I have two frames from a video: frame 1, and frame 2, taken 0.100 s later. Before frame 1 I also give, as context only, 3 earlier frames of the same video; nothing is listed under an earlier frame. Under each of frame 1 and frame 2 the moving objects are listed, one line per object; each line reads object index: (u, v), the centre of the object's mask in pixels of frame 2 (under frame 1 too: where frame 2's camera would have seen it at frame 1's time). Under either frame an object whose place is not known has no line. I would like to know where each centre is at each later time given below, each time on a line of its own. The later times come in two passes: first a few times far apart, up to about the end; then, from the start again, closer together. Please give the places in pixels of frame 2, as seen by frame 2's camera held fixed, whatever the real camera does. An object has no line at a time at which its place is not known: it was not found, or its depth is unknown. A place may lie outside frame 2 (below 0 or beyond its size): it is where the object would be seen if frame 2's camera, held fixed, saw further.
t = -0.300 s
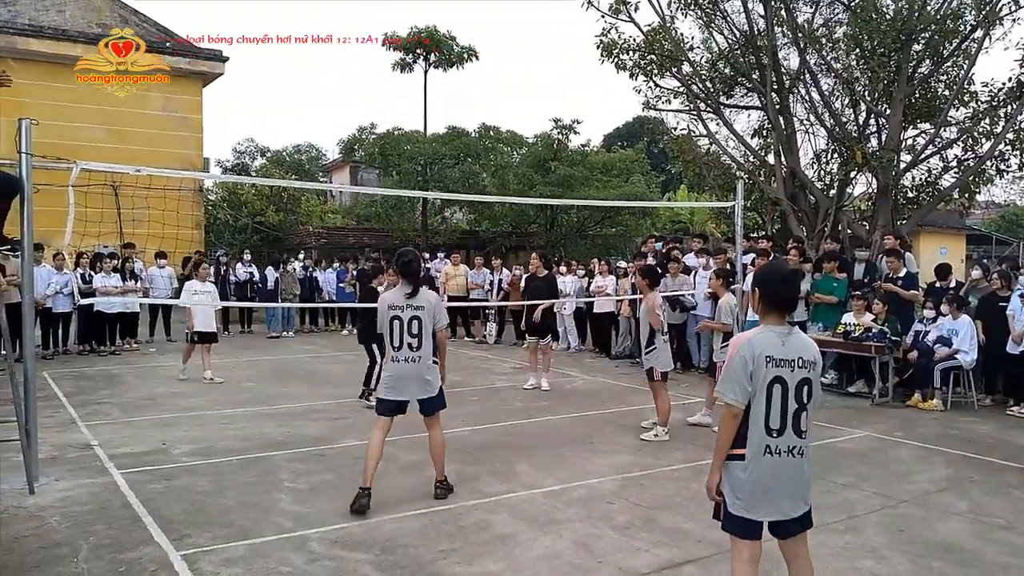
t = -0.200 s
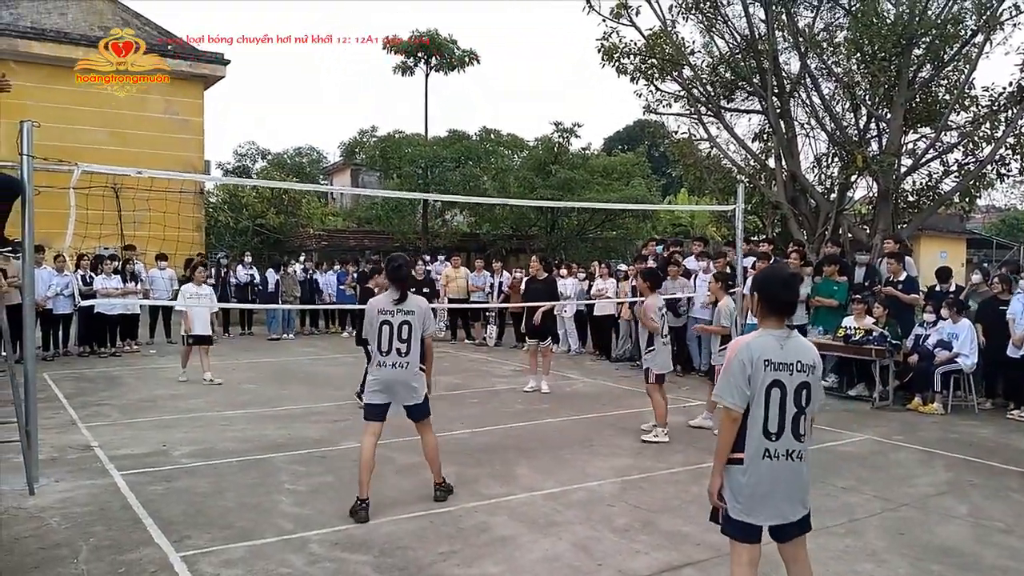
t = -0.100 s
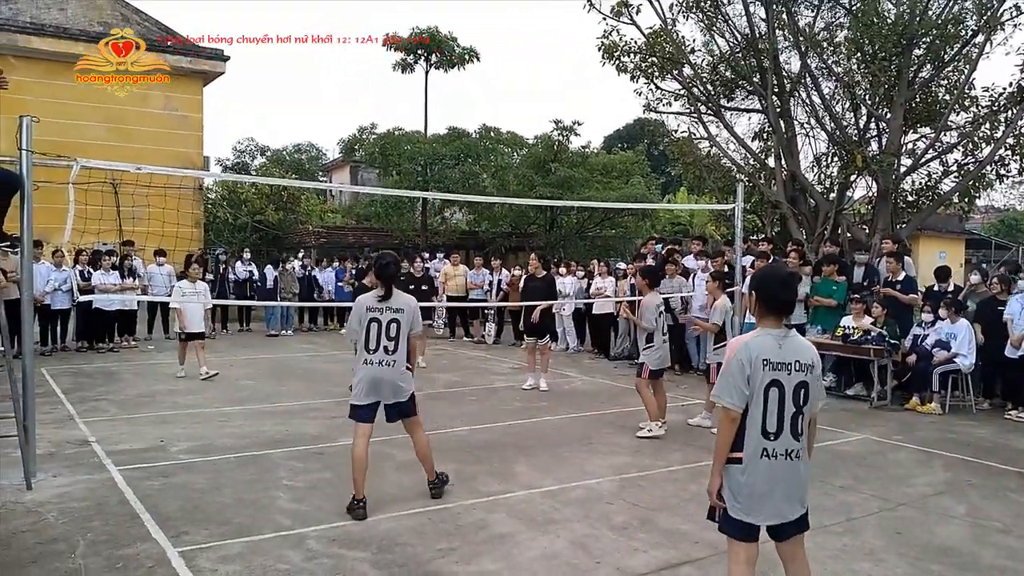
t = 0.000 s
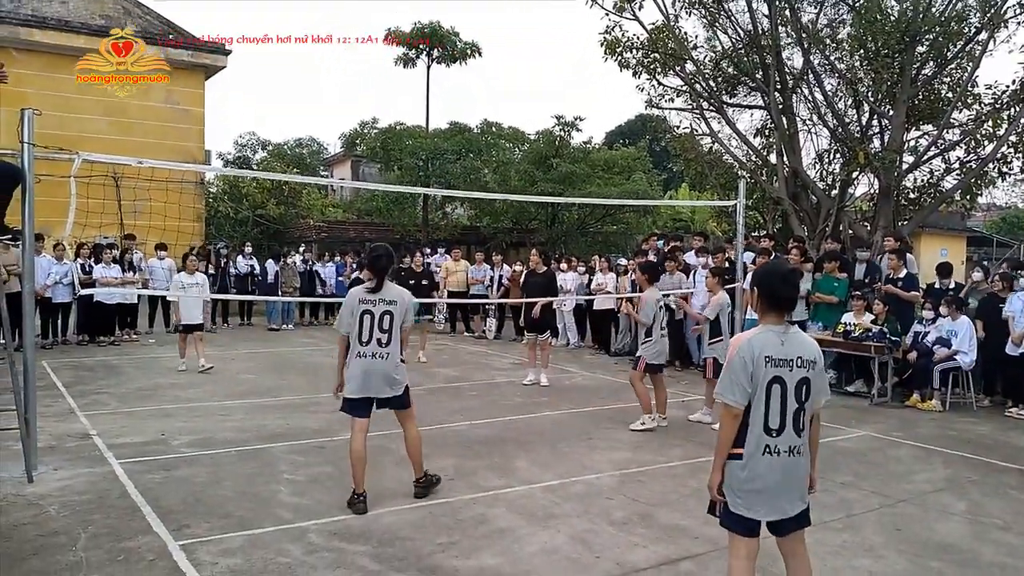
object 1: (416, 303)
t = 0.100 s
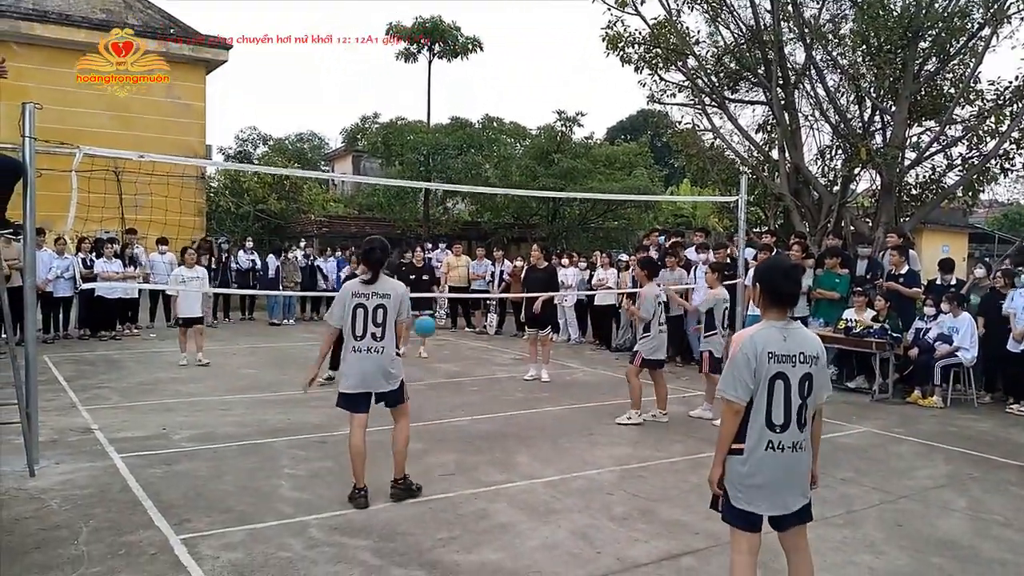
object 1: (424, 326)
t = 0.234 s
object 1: (446, 380)
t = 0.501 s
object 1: (469, 342)
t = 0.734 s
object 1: (486, 320)
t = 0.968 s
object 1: (502, 360)
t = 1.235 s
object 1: (521, 423)
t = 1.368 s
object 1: (530, 384)
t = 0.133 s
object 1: (430, 338)
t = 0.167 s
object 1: (435, 350)
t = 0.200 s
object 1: (440, 364)
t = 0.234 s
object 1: (446, 380)
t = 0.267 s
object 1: (452, 398)
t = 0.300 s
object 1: (455, 402)
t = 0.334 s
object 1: (457, 389)
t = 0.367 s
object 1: (460, 378)
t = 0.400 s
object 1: (462, 367)
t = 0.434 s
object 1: (465, 358)
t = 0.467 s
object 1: (467, 349)
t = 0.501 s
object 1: (469, 342)
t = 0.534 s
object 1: (471, 335)
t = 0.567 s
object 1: (473, 329)
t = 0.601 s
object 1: (477, 325)
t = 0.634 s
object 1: (479, 322)
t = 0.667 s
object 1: (482, 320)
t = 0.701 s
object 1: (483, 320)
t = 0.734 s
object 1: (486, 320)
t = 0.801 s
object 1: (491, 324)
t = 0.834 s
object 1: (492, 328)
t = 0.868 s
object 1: (495, 334)
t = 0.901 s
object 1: (497, 342)
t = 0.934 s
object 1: (500, 350)
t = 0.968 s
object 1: (502, 360)
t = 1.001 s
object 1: (505, 372)
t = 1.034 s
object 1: (507, 386)
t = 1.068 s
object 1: (509, 401)
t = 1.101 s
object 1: (512, 418)
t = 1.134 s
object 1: (515, 437)
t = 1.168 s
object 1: (517, 451)
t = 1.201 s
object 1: (518, 436)
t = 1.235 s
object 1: (521, 423)
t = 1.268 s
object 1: (524, 411)
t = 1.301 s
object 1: (525, 401)
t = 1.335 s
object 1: (528, 392)
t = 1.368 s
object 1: (530, 384)
